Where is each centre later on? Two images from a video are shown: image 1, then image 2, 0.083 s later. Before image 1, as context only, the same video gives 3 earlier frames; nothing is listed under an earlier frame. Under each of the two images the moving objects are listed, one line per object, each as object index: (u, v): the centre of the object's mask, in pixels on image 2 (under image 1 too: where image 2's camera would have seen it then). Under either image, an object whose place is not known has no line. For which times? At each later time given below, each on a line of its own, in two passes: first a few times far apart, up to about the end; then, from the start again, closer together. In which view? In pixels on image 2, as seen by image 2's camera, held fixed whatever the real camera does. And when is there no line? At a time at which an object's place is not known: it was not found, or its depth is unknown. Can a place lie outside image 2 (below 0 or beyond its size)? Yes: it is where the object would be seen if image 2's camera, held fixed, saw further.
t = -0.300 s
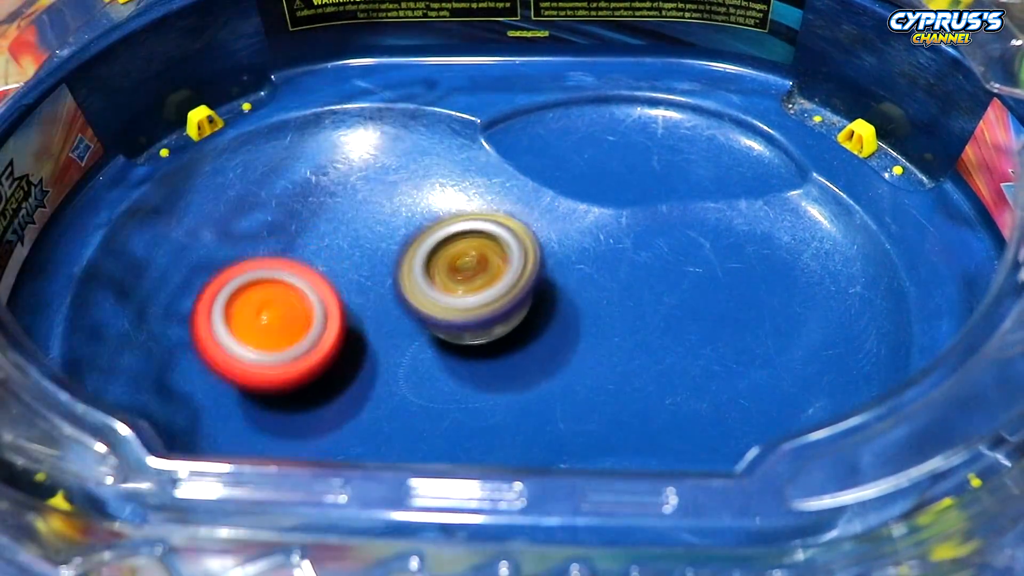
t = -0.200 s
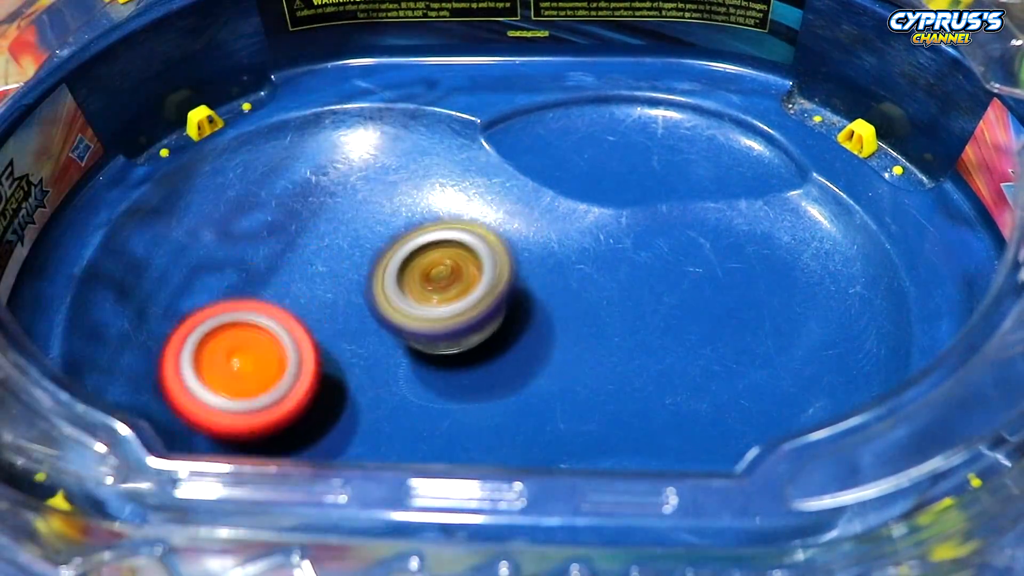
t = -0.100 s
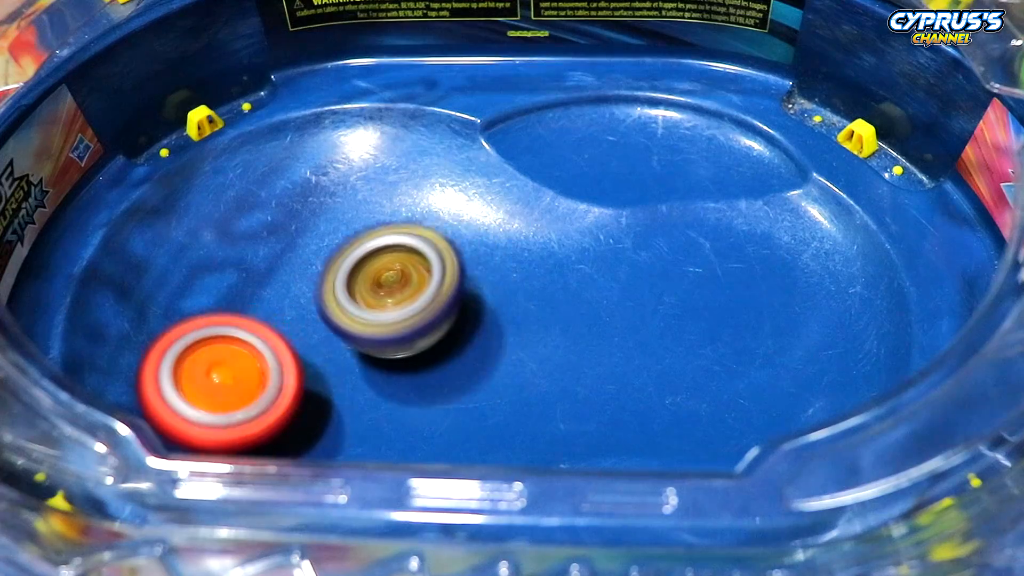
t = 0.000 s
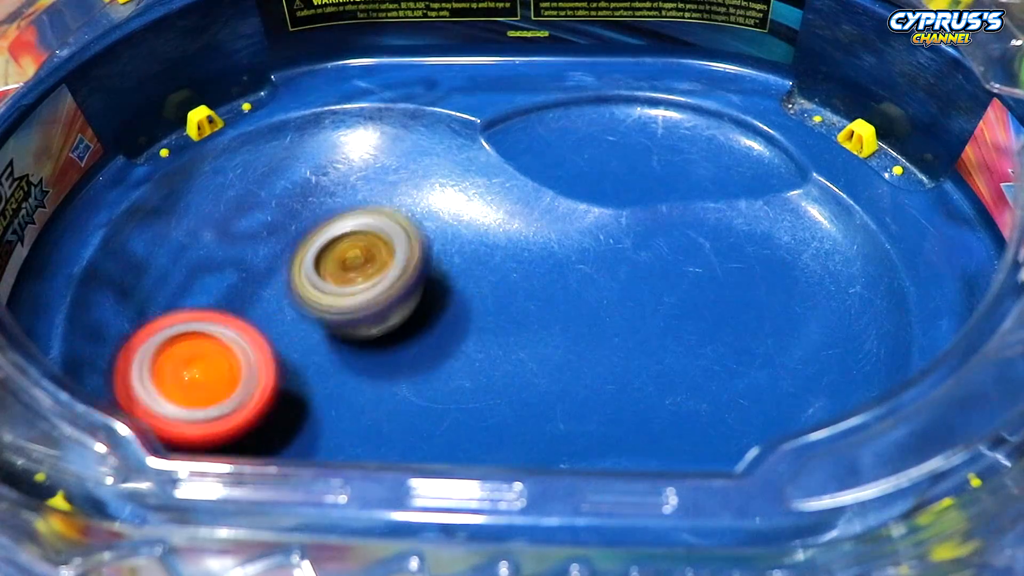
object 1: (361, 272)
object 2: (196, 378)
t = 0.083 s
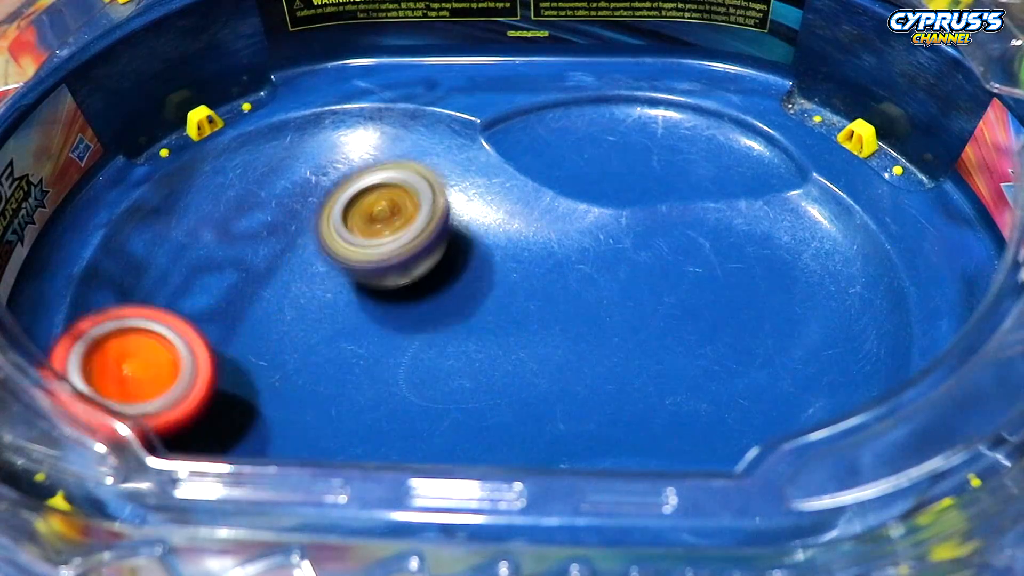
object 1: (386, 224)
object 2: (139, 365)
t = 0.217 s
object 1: (441, 202)
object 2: (160, 303)
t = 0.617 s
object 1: (868, 276)
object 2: (315, 296)
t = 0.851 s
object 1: (707, 356)
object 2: (270, 425)
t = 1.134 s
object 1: (479, 279)
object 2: (289, 296)
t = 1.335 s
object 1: (547, 198)
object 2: (279, 225)
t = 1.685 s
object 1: (754, 235)
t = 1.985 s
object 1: (666, 213)
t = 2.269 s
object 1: (363, 145)
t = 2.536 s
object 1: (205, 288)
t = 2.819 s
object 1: (358, 402)
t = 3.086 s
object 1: (251, 339)
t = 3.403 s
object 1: (307, 276)
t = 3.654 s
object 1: (192, 214)
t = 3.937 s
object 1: (359, 287)
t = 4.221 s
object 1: (209, 356)
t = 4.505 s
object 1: (230, 199)
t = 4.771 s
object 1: (411, 305)
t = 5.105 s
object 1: (305, 351)
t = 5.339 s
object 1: (272, 318)
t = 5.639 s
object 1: (275, 270)
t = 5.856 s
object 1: (180, 254)
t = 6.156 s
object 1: (306, 339)
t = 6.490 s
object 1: (432, 401)
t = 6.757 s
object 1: (540, 231)
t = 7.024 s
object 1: (604, 99)
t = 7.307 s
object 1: (589, 139)
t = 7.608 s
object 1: (514, 360)
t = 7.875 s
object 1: (464, 427)
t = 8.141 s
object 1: (493, 283)
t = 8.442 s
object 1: (522, 188)
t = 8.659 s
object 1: (425, 275)
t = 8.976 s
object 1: (118, 340)
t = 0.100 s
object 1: (392, 218)
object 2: (132, 360)
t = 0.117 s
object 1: (399, 211)
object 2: (129, 355)
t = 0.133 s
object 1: (405, 207)
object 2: (128, 350)
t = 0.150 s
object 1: (413, 203)
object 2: (128, 345)
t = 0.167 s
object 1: (419, 201)
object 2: (133, 337)
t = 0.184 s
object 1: (427, 200)
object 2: (139, 327)
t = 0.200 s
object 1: (434, 200)
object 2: (150, 315)
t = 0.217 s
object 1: (441, 202)
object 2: (160, 303)
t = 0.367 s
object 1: (506, 239)
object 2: (359, 224)
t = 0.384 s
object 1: (512, 243)
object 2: (380, 221)
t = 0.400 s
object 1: (539, 245)
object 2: (386, 222)
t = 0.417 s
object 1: (573, 248)
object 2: (381, 222)
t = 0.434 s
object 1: (606, 254)
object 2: (375, 224)
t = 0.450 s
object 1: (638, 256)
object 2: (370, 227)
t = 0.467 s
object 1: (667, 259)
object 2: (364, 229)
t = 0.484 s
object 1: (695, 263)
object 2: (359, 234)
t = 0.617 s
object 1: (868, 276)
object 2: (315, 296)
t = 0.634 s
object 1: (878, 278)
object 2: (309, 305)
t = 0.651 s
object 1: (881, 283)
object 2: (305, 317)
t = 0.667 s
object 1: (881, 289)
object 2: (302, 328)
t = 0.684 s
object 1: (875, 298)
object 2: (298, 340)
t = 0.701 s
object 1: (866, 308)
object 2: (296, 352)
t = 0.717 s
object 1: (852, 317)
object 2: (293, 364)
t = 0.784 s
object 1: (777, 346)
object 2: (287, 408)
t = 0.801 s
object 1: (758, 349)
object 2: (284, 414)
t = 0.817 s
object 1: (740, 352)
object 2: (280, 419)
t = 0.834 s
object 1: (723, 354)
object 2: (275, 423)
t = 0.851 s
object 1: (707, 356)
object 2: (270, 425)
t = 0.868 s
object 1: (692, 357)
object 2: (265, 426)
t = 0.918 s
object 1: (648, 355)
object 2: (252, 425)
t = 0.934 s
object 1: (634, 352)
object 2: (248, 423)
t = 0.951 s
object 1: (622, 349)
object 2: (245, 419)
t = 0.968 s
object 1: (608, 344)
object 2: (241, 416)
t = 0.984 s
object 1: (595, 338)
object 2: (238, 411)
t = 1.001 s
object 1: (583, 331)
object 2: (234, 403)
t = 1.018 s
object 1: (569, 325)
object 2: (231, 394)
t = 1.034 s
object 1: (556, 319)
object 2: (232, 381)
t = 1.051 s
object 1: (542, 312)
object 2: (236, 367)
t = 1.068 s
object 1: (527, 305)
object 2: (243, 352)
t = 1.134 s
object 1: (479, 279)
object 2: (289, 296)
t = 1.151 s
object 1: (466, 274)
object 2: (304, 284)
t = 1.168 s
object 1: (459, 266)
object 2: (313, 271)
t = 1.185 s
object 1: (465, 256)
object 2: (308, 263)
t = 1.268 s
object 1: (511, 211)
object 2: (279, 234)
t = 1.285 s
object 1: (518, 206)
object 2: (276, 232)
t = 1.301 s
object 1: (527, 202)
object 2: (275, 228)
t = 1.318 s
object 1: (536, 198)
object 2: (277, 225)
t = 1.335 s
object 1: (547, 198)
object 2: (279, 225)
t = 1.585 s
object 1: (723, 243)
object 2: (448, 277)
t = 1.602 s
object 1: (732, 244)
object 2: (466, 284)
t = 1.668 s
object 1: (752, 238)
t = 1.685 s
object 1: (754, 235)
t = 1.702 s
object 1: (754, 232)
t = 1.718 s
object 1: (754, 228)
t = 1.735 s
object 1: (755, 224)
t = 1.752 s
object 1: (753, 221)
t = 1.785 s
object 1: (748, 213)
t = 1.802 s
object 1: (746, 209)
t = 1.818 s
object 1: (742, 207)
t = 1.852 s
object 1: (729, 203)
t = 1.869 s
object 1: (724, 202)
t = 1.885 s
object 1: (716, 202)
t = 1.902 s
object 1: (708, 203)
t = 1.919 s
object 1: (699, 204)
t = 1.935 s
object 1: (691, 205)
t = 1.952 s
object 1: (684, 207)
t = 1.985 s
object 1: (666, 213)
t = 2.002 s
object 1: (659, 216)
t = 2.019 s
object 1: (653, 219)
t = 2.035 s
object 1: (644, 224)
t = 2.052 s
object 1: (635, 228)
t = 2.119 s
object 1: (598, 243)
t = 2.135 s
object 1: (587, 246)
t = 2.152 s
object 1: (564, 239)
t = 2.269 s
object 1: (363, 145)
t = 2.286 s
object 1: (339, 138)
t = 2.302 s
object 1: (314, 131)
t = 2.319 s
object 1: (293, 128)
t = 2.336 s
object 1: (272, 125)
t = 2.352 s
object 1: (253, 125)
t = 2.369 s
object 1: (239, 130)
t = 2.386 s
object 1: (223, 138)
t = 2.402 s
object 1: (213, 149)
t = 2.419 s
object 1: (206, 163)
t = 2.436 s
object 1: (198, 179)
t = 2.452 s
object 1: (194, 194)
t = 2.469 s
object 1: (194, 213)
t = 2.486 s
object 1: (192, 232)
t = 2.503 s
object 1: (195, 248)
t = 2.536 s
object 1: (205, 288)
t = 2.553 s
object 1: (214, 302)
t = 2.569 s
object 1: (223, 320)
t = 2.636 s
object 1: (269, 375)
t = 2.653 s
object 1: (284, 382)
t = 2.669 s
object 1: (295, 388)
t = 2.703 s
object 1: (318, 399)
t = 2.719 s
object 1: (325, 401)
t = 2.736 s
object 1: (333, 402)
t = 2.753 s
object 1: (343, 406)
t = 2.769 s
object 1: (346, 404)
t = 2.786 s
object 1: (352, 404)
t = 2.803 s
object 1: (357, 406)
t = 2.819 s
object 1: (358, 402)
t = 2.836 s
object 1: (360, 401)
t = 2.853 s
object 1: (357, 401)
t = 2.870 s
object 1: (359, 396)
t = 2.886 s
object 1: (353, 394)
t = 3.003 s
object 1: (303, 368)
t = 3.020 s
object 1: (293, 362)
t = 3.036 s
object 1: (285, 357)
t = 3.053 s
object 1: (270, 351)
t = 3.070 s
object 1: (262, 345)
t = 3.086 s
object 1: (251, 339)
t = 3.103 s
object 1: (243, 331)
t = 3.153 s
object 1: (230, 310)
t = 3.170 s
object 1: (226, 305)
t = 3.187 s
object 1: (229, 298)
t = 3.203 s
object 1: (229, 294)
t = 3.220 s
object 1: (234, 289)
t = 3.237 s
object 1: (240, 286)
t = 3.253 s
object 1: (244, 283)
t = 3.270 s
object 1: (254, 281)
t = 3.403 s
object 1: (307, 276)
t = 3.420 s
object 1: (312, 276)
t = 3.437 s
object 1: (292, 275)
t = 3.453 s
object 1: (271, 267)
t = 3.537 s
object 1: (183, 242)
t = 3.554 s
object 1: (176, 237)
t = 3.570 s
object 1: (172, 233)
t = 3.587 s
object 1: (170, 227)
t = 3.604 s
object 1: (173, 223)
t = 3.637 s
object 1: (184, 216)
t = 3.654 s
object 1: (192, 214)
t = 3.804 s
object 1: (319, 233)
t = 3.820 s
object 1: (328, 237)
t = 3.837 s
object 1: (339, 242)
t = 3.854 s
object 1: (345, 246)
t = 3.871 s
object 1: (353, 252)
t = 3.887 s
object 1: (356, 260)
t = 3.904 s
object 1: (360, 269)
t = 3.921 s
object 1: (359, 277)
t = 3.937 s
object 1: (359, 287)
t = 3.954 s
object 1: (354, 297)
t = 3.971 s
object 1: (352, 307)
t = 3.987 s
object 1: (346, 317)
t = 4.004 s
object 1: (342, 327)
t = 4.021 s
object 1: (334, 337)
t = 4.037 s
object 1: (330, 344)
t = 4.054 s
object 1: (321, 352)
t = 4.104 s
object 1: (303, 362)
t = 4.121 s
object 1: (293, 366)
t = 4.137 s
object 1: (289, 366)
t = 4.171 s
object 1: (280, 365)
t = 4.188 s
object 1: (275, 366)
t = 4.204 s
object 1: (245, 363)
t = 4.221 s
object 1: (209, 356)
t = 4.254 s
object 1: (143, 335)
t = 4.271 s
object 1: (114, 326)
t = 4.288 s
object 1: (100, 310)
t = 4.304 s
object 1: (84, 297)
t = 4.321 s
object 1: (78, 281)
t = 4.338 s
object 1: (77, 265)
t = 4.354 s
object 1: (80, 253)
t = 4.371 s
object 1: (87, 242)
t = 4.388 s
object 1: (98, 232)
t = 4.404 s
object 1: (119, 222)
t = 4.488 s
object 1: (210, 200)
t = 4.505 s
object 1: (230, 199)
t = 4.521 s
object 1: (247, 200)
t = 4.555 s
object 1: (282, 205)
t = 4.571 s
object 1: (295, 207)
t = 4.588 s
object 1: (310, 212)
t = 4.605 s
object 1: (323, 217)
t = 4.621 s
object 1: (338, 223)
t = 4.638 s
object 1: (348, 230)
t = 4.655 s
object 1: (359, 240)
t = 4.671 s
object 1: (369, 249)
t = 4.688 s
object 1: (377, 260)
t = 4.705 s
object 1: (386, 269)
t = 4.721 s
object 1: (390, 277)
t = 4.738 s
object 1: (399, 287)
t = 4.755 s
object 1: (403, 296)
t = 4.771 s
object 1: (411, 305)
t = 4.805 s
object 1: (421, 323)
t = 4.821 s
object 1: (429, 331)
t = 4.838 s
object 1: (432, 337)
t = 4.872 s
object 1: (442, 347)
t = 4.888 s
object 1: (445, 351)
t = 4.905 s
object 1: (445, 353)
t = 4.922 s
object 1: (430, 354)
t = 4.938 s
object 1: (417, 354)
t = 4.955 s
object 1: (396, 355)
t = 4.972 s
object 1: (382, 354)
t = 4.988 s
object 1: (362, 356)
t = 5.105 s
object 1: (305, 351)
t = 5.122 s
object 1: (300, 352)
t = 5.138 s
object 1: (298, 349)
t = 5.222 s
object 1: (285, 338)
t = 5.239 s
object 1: (281, 336)
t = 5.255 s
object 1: (281, 333)
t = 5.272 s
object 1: (278, 330)
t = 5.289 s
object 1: (276, 328)
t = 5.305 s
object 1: (275, 324)
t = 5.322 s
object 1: (272, 322)
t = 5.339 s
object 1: (272, 318)
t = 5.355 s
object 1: (270, 315)
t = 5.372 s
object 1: (270, 313)
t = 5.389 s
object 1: (269, 309)
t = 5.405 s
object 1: (267, 307)
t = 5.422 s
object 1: (268, 304)
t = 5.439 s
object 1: (267, 301)
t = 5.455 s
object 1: (267, 299)
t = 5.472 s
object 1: (267, 294)
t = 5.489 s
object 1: (266, 293)
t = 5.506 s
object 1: (267, 290)
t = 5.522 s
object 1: (267, 287)
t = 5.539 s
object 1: (268, 285)
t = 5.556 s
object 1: (269, 281)
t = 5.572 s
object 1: (268, 279)
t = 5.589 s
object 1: (271, 277)
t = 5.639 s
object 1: (275, 270)
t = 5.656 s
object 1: (275, 268)
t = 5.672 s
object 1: (258, 268)
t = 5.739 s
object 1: (194, 259)
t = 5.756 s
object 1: (186, 261)
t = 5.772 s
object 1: (184, 257)
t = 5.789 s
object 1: (175, 253)
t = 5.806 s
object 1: (174, 254)
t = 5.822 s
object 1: (177, 252)
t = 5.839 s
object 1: (176, 251)
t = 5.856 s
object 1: (180, 254)
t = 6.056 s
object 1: (270, 282)
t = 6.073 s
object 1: (274, 287)
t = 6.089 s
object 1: (284, 296)
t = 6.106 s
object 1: (289, 303)
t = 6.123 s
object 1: (294, 314)
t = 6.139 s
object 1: (300, 328)
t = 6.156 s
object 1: (306, 339)
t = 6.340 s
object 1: (400, 417)
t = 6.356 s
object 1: (409, 419)
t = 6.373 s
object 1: (414, 420)
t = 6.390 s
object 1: (420, 420)
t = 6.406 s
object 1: (426, 418)
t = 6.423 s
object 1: (428, 416)
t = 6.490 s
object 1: (432, 401)
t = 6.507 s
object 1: (437, 393)
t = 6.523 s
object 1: (439, 386)
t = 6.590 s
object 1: (464, 348)
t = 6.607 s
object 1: (473, 337)
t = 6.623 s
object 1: (484, 324)
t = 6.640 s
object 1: (491, 314)
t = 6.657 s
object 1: (499, 305)
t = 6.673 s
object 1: (507, 292)
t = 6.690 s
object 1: (515, 281)
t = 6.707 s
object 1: (521, 271)
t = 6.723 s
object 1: (529, 257)
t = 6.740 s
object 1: (535, 244)
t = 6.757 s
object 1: (540, 231)
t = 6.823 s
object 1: (563, 185)
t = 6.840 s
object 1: (570, 173)
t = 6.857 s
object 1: (577, 164)
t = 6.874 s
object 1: (583, 160)
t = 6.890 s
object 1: (590, 155)
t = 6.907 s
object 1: (596, 143)
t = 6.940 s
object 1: (599, 135)
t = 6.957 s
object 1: (604, 123)
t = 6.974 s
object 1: (603, 117)
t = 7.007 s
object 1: (604, 105)
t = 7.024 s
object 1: (604, 99)
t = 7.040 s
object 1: (601, 98)
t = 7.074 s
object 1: (599, 93)
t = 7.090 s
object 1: (598, 93)
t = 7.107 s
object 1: (596, 94)
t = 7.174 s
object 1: (601, 105)
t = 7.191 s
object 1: (605, 108)
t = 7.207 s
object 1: (604, 110)
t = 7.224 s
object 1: (603, 114)
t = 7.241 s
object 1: (604, 120)
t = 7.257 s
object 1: (601, 123)
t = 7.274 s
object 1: (595, 126)
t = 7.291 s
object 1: (592, 134)
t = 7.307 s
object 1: (589, 139)
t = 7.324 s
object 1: (582, 142)
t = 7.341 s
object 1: (577, 146)
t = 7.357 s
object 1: (573, 154)
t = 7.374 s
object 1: (567, 160)
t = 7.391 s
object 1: (561, 170)
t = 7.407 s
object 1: (557, 187)
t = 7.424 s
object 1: (555, 201)
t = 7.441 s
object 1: (553, 218)
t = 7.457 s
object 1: (551, 233)
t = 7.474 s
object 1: (548, 249)
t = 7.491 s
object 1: (544, 264)
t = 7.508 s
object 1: (538, 273)
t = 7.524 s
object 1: (534, 288)
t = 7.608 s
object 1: (514, 360)
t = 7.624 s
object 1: (512, 375)
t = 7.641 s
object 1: (507, 387)
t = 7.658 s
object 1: (502, 396)
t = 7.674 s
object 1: (497, 404)
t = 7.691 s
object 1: (487, 408)
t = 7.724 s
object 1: (468, 418)
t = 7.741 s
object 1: (460, 422)
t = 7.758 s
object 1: (446, 426)
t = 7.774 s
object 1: (444, 423)
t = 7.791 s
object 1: (443, 429)
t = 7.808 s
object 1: (447, 428)
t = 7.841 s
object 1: (459, 428)
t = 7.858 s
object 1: (462, 428)
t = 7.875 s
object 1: (464, 427)
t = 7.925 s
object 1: (477, 419)
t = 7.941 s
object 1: (481, 418)
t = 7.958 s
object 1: (481, 413)
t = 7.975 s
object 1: (479, 401)
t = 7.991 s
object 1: (479, 391)
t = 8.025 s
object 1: (480, 365)
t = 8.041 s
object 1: (480, 351)
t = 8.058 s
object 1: (480, 339)
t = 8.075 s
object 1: (483, 326)
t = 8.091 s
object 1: (485, 314)
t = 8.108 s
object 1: (487, 302)
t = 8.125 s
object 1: (491, 291)
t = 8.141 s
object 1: (493, 283)
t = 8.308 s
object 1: (519, 209)
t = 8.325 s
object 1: (520, 204)
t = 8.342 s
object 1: (519, 199)
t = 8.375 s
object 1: (519, 190)
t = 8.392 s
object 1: (517, 188)
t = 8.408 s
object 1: (519, 186)
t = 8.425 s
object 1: (518, 187)
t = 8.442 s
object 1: (522, 188)
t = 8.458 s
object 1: (522, 186)
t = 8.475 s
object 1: (522, 186)
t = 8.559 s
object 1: (500, 216)
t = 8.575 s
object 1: (494, 224)
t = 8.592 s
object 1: (485, 234)
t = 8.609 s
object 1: (473, 244)
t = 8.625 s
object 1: (460, 255)
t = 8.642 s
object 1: (444, 266)
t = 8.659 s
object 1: (425, 275)
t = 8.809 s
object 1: (204, 365)
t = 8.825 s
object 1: (181, 369)
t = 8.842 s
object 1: (162, 367)
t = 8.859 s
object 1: (148, 363)
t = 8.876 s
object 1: (133, 358)
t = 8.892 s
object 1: (121, 356)
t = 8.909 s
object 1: (115, 349)
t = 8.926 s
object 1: (111, 345)
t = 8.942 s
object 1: (111, 341)
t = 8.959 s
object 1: (113, 339)
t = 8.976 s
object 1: (118, 340)
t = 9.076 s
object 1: (198, 328)
